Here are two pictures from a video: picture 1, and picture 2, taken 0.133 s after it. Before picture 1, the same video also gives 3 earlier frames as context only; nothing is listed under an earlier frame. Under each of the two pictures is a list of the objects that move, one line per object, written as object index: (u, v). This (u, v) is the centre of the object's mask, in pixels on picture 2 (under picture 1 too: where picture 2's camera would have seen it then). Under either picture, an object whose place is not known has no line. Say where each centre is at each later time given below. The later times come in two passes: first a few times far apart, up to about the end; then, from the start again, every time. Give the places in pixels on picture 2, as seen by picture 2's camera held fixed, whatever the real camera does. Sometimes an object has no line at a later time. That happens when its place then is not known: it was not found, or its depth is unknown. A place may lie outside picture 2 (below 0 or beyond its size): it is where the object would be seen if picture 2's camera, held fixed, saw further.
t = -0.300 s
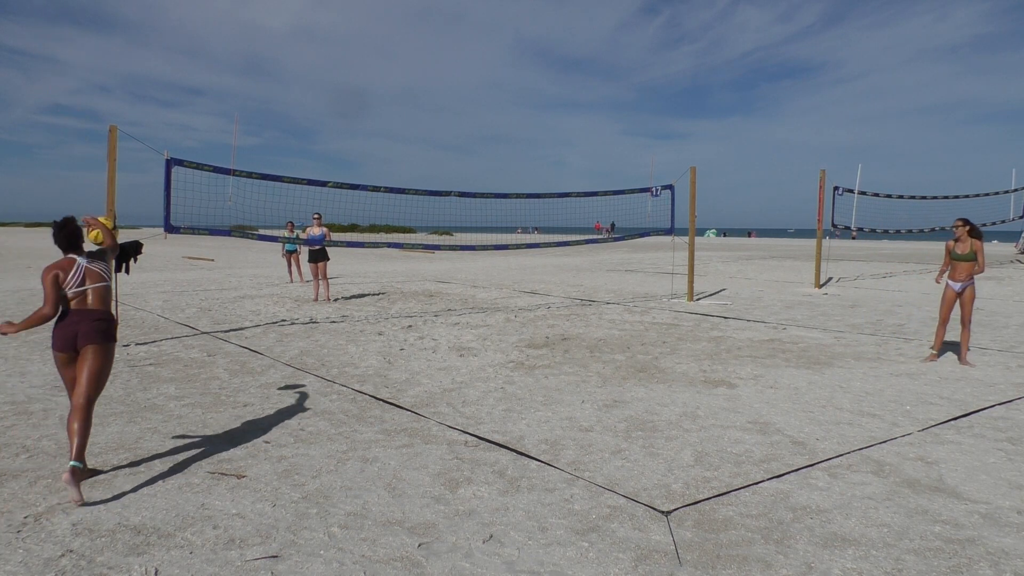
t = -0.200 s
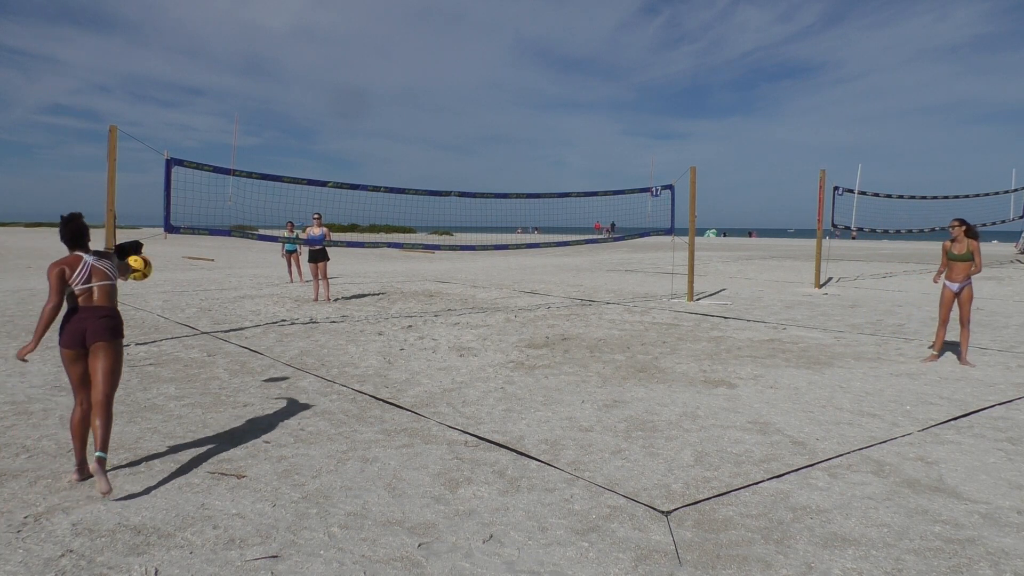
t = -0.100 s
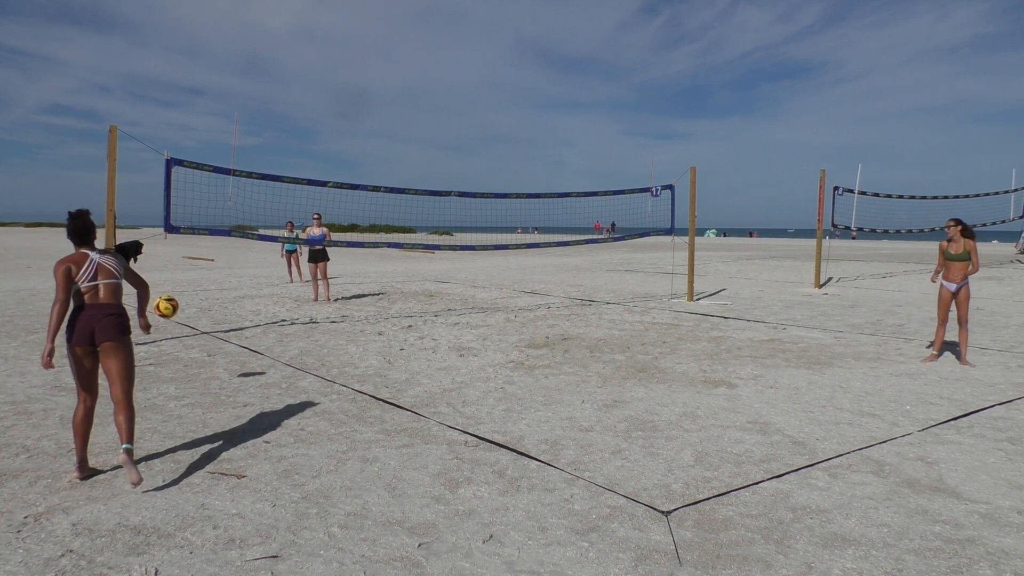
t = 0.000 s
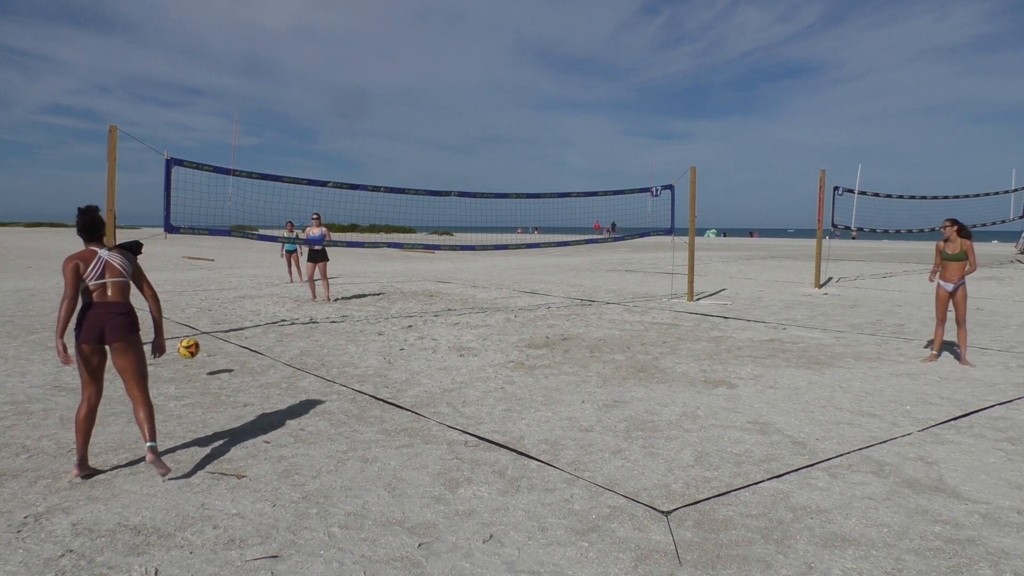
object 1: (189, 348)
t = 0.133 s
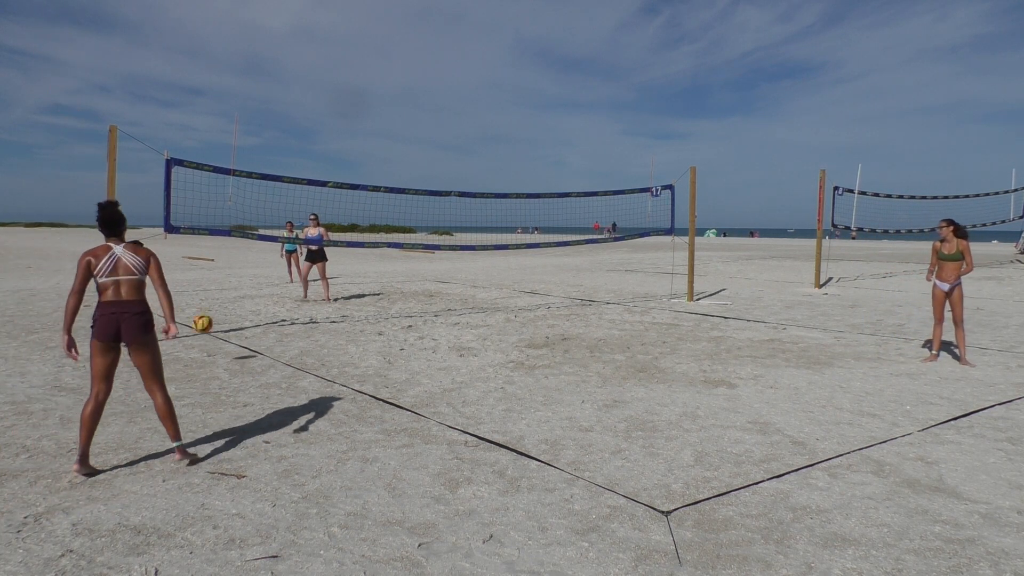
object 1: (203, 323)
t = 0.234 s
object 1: (209, 287)
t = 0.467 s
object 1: (222, 246)
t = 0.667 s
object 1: (232, 249)
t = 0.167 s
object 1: (204, 309)
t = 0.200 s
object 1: (206, 298)
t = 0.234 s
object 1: (209, 287)
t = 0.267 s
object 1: (211, 278)
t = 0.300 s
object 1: (213, 270)
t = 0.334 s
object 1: (215, 263)
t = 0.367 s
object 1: (216, 257)
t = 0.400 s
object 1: (219, 252)
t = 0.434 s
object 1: (220, 249)
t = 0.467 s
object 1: (222, 246)
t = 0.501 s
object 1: (224, 244)
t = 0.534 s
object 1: (226, 243)
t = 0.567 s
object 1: (227, 242)
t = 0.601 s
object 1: (229, 243)
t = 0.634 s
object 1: (230, 246)
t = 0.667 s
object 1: (232, 249)
